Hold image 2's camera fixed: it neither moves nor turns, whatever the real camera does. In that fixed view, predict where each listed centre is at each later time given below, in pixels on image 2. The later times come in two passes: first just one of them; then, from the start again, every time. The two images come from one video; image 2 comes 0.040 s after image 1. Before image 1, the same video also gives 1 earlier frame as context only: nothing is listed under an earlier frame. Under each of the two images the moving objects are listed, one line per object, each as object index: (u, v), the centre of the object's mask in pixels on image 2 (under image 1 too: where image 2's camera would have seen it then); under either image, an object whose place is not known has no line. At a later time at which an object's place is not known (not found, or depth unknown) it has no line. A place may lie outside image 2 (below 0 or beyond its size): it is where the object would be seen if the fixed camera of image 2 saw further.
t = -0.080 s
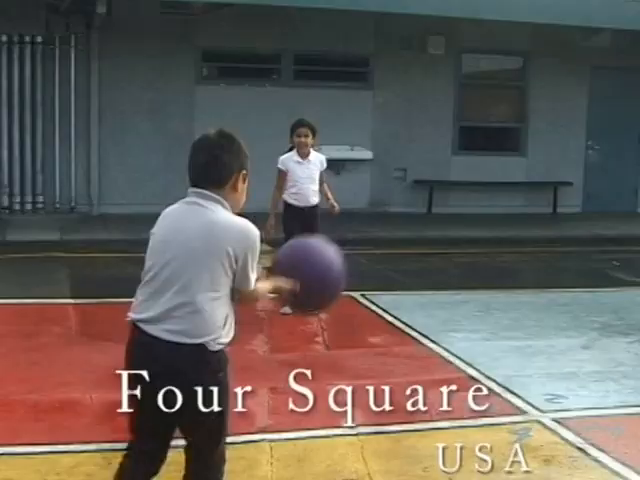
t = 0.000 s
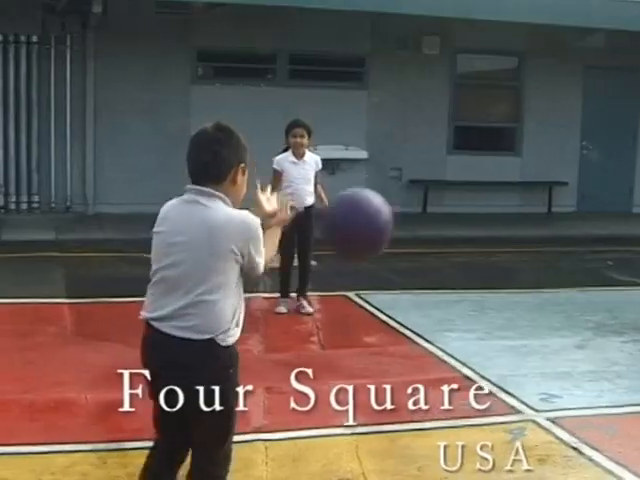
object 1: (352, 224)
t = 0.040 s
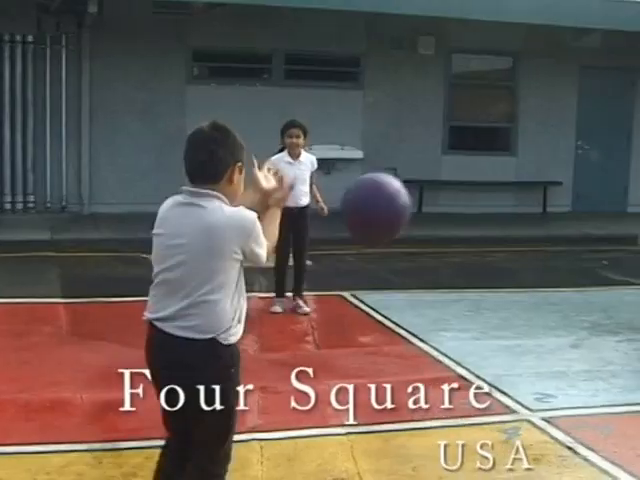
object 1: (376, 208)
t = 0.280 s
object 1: (484, 201)
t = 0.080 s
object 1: (398, 196)
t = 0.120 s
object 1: (418, 190)
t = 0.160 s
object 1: (436, 188)
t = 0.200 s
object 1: (454, 189)
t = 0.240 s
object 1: (470, 193)
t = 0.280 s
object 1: (484, 201)
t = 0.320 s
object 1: (499, 212)
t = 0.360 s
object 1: (511, 225)
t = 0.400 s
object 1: (524, 242)
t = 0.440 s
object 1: (534, 262)
